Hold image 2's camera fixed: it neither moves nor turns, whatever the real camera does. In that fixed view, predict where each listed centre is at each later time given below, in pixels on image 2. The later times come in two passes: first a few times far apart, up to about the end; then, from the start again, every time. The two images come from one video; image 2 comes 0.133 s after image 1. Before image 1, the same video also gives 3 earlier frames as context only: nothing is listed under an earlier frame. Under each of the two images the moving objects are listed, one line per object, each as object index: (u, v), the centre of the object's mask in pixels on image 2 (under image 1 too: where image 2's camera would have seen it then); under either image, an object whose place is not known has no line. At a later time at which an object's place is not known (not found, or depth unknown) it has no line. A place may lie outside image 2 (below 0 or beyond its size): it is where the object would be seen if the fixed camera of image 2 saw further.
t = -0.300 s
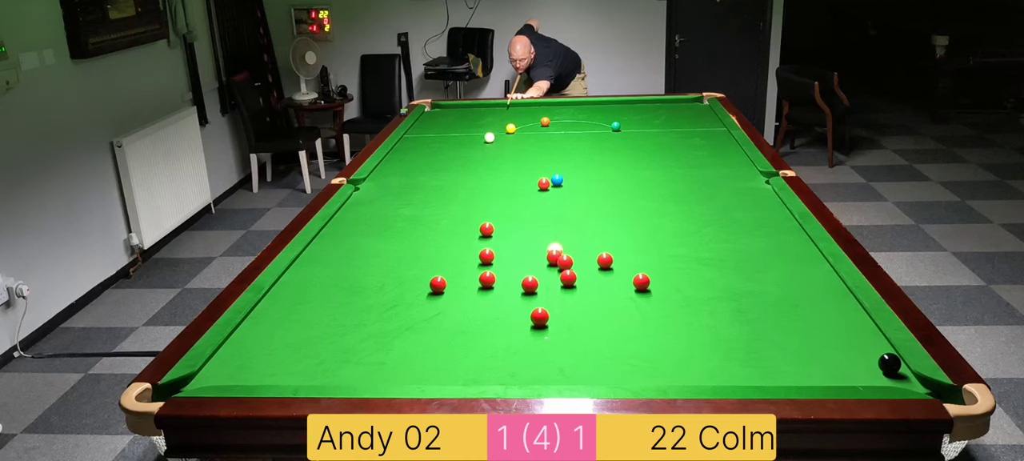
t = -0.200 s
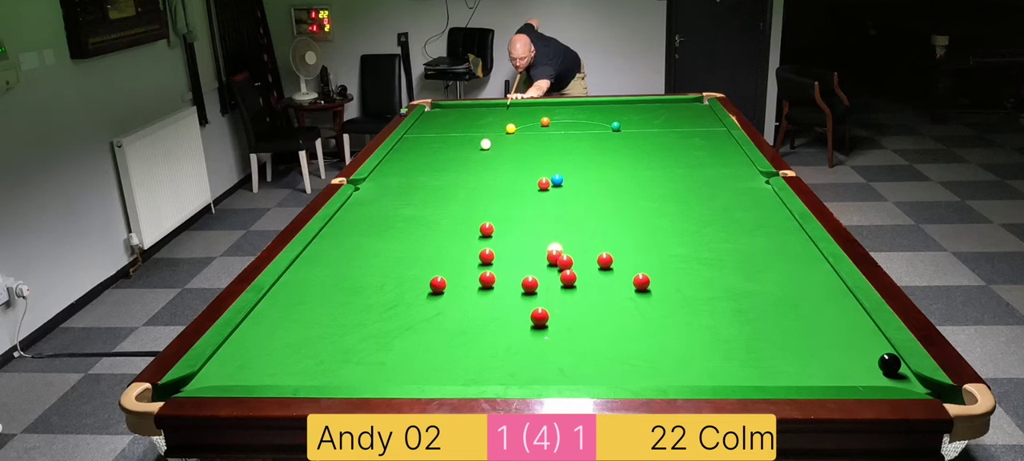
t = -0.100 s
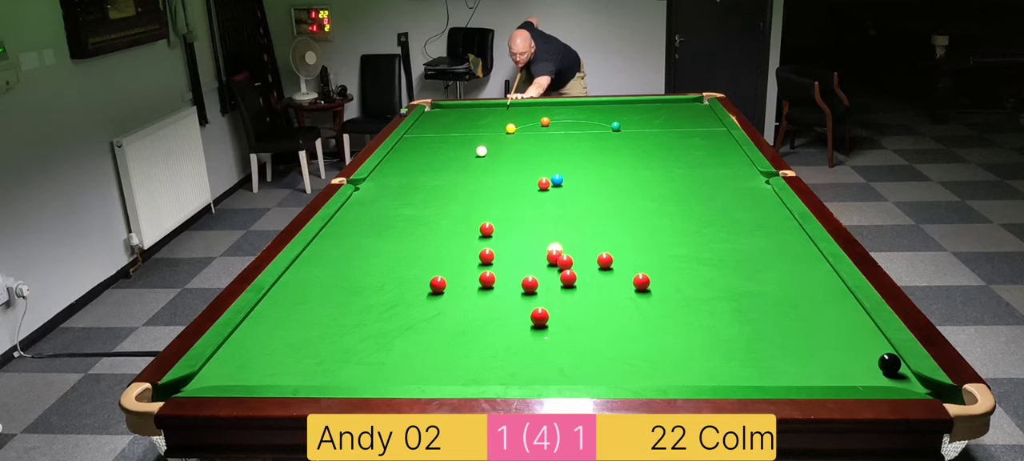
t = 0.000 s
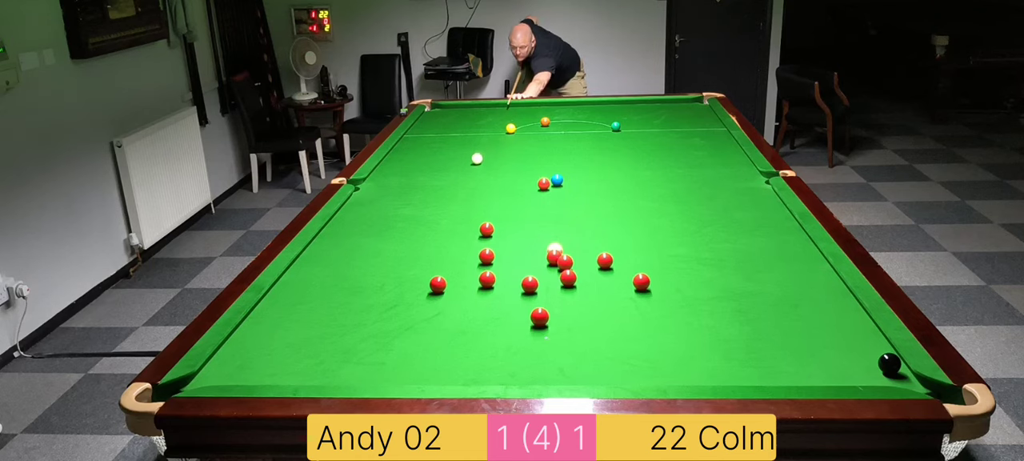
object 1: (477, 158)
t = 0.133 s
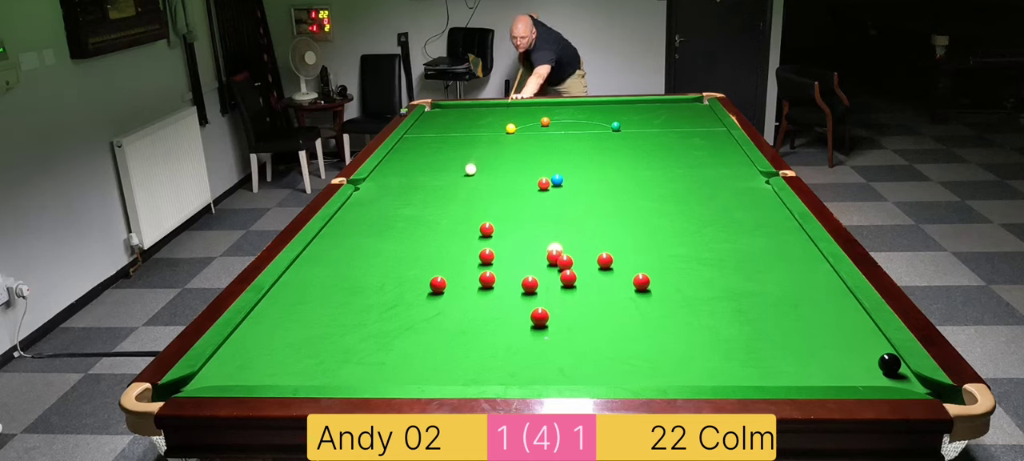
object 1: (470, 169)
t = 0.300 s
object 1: (462, 184)
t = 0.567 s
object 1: (446, 211)
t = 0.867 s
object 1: (423, 248)
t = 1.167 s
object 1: (395, 296)
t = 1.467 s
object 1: (357, 359)
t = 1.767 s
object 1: (359, 348)
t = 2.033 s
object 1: (375, 314)
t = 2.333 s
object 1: (388, 283)
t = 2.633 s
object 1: (400, 257)
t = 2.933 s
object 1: (409, 236)
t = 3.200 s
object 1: (416, 220)
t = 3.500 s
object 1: (423, 205)
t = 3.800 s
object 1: (429, 191)
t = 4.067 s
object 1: (433, 181)
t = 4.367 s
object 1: (438, 171)
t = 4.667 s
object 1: (442, 162)
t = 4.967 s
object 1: (445, 154)
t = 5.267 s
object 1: (448, 147)
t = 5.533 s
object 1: (450, 142)
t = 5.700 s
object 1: (452, 139)
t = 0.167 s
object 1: (468, 172)
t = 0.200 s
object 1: (467, 175)
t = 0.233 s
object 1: (465, 177)
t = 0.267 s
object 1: (463, 181)
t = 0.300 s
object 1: (462, 184)
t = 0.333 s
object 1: (460, 187)
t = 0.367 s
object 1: (458, 190)
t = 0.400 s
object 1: (456, 193)
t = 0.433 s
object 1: (454, 197)
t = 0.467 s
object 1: (452, 200)
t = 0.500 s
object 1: (450, 203)
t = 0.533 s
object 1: (448, 207)
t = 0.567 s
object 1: (446, 211)
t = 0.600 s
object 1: (443, 214)
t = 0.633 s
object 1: (441, 218)
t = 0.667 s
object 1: (439, 222)
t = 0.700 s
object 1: (436, 226)
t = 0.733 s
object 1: (434, 230)
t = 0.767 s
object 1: (431, 235)
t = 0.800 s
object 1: (429, 239)
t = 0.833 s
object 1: (426, 244)
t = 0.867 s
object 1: (423, 248)
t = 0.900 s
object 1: (420, 253)
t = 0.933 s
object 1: (418, 258)
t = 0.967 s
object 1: (415, 263)
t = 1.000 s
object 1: (412, 268)
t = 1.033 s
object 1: (409, 273)
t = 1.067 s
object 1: (405, 278)
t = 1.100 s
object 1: (402, 284)
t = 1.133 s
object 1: (398, 290)
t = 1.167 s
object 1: (395, 296)
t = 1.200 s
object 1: (391, 302)
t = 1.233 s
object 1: (387, 309)
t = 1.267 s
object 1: (383, 315)
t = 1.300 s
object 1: (379, 322)
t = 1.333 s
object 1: (375, 329)
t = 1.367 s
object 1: (371, 336)
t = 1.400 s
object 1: (367, 343)
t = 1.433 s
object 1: (362, 351)
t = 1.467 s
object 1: (357, 359)
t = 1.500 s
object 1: (352, 367)
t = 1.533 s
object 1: (347, 374)
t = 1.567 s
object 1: (343, 380)
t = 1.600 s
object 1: (346, 375)
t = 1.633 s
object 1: (349, 370)
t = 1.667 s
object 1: (352, 364)
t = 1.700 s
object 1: (355, 358)
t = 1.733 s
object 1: (357, 352)
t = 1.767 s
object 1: (359, 348)
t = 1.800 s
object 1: (361, 343)
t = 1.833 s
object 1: (363, 338)
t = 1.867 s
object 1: (365, 334)
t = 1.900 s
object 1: (367, 330)
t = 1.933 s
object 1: (369, 326)
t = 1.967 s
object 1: (371, 322)
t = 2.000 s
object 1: (373, 318)
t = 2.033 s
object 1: (375, 314)
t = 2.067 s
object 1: (376, 310)
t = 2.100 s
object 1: (378, 307)
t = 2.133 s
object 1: (380, 303)
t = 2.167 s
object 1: (381, 299)
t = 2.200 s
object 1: (383, 296)
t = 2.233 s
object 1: (384, 292)
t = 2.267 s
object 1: (386, 289)
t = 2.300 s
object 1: (387, 286)
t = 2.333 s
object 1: (388, 283)
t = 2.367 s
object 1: (390, 280)
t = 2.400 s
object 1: (391, 277)
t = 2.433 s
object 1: (392, 274)
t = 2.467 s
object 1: (394, 271)
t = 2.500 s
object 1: (395, 268)
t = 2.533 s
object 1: (396, 265)
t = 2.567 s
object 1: (397, 262)
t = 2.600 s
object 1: (399, 260)
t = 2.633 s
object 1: (400, 257)
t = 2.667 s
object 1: (401, 255)
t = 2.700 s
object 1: (402, 252)
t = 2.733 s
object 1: (403, 250)
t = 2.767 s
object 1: (404, 247)
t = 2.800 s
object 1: (405, 245)
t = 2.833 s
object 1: (406, 243)
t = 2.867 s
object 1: (407, 240)
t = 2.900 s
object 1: (408, 238)
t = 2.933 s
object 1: (409, 236)
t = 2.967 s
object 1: (410, 234)
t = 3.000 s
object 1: (411, 232)
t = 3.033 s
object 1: (412, 230)
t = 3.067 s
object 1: (413, 228)
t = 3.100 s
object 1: (413, 226)
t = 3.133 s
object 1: (414, 224)
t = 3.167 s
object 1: (415, 222)
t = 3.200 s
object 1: (416, 220)
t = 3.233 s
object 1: (417, 218)
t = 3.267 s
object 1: (418, 216)
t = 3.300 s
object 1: (419, 215)
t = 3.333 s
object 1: (419, 213)
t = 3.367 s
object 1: (420, 211)
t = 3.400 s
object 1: (421, 209)
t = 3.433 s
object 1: (421, 208)
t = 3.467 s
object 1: (422, 206)
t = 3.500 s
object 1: (423, 205)
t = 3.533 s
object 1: (424, 203)
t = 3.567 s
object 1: (424, 202)
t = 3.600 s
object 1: (425, 200)
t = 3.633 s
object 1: (426, 198)
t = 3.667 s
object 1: (426, 197)
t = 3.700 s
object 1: (427, 195)
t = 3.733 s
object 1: (427, 194)
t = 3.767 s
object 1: (428, 193)
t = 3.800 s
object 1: (429, 191)
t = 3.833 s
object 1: (429, 190)
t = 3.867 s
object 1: (430, 189)
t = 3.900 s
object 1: (431, 187)
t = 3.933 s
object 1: (431, 186)
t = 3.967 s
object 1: (432, 185)
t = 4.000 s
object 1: (432, 183)
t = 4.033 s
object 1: (433, 182)
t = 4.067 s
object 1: (433, 181)
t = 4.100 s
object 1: (434, 180)
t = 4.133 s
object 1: (434, 179)
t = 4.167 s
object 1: (435, 177)
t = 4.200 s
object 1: (435, 176)
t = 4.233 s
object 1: (436, 175)
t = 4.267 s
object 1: (436, 174)
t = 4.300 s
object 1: (437, 173)
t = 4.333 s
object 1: (437, 172)
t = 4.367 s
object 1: (438, 171)
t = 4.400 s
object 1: (438, 170)
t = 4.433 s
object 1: (439, 169)
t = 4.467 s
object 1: (439, 168)
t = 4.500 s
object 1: (440, 167)
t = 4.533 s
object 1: (440, 166)
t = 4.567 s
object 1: (440, 165)
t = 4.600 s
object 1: (441, 164)
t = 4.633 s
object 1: (441, 163)
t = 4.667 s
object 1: (442, 162)
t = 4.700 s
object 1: (442, 161)
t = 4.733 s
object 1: (442, 160)
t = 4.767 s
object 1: (443, 159)
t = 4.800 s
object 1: (443, 158)
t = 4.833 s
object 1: (444, 157)
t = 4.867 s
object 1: (444, 157)
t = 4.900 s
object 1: (444, 156)
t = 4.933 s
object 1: (444, 155)
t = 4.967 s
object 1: (445, 154)
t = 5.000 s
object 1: (445, 153)
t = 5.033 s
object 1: (445, 153)
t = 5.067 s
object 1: (446, 152)
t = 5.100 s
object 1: (446, 151)
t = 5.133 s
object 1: (446, 150)
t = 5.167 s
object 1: (447, 149)
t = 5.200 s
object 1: (447, 149)
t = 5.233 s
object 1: (447, 148)
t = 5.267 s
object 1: (448, 147)
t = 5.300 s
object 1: (448, 147)
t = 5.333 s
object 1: (448, 146)
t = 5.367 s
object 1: (449, 145)
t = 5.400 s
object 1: (449, 144)
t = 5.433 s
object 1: (449, 144)
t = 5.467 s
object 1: (450, 143)
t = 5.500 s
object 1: (450, 143)
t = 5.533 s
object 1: (450, 142)
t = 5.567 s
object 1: (451, 141)
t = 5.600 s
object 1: (451, 141)
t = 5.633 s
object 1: (451, 140)
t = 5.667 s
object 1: (451, 139)
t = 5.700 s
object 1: (452, 139)
